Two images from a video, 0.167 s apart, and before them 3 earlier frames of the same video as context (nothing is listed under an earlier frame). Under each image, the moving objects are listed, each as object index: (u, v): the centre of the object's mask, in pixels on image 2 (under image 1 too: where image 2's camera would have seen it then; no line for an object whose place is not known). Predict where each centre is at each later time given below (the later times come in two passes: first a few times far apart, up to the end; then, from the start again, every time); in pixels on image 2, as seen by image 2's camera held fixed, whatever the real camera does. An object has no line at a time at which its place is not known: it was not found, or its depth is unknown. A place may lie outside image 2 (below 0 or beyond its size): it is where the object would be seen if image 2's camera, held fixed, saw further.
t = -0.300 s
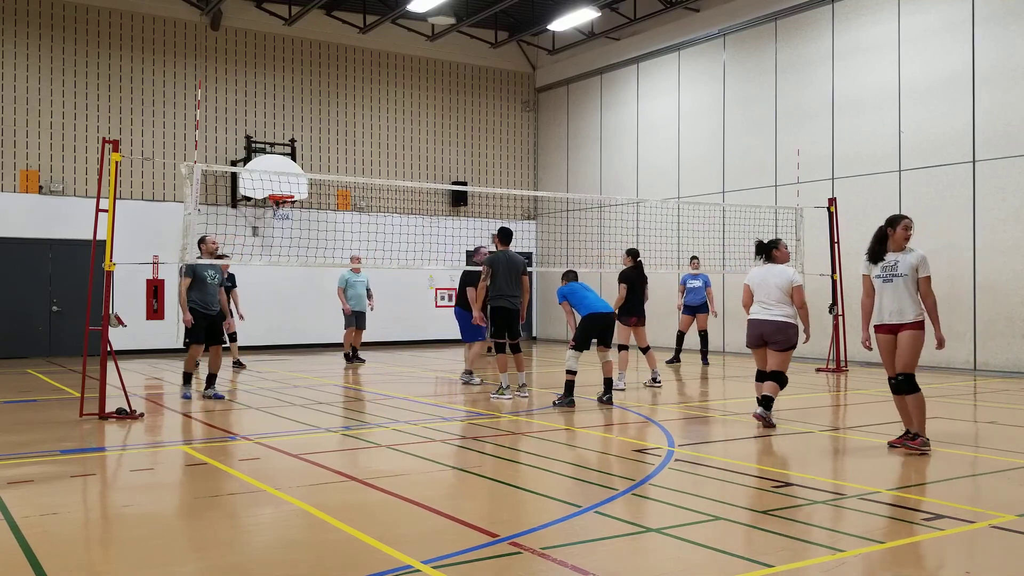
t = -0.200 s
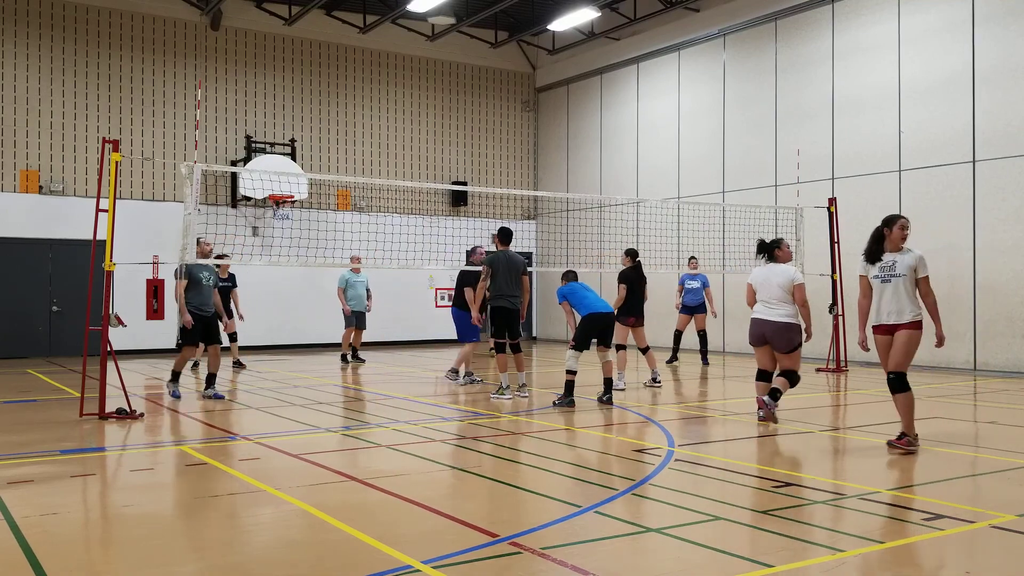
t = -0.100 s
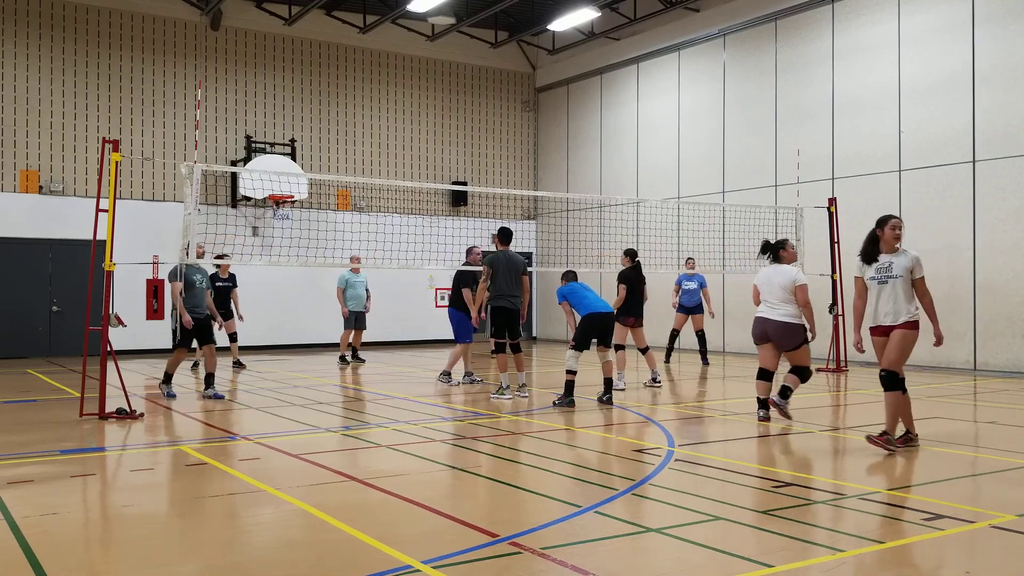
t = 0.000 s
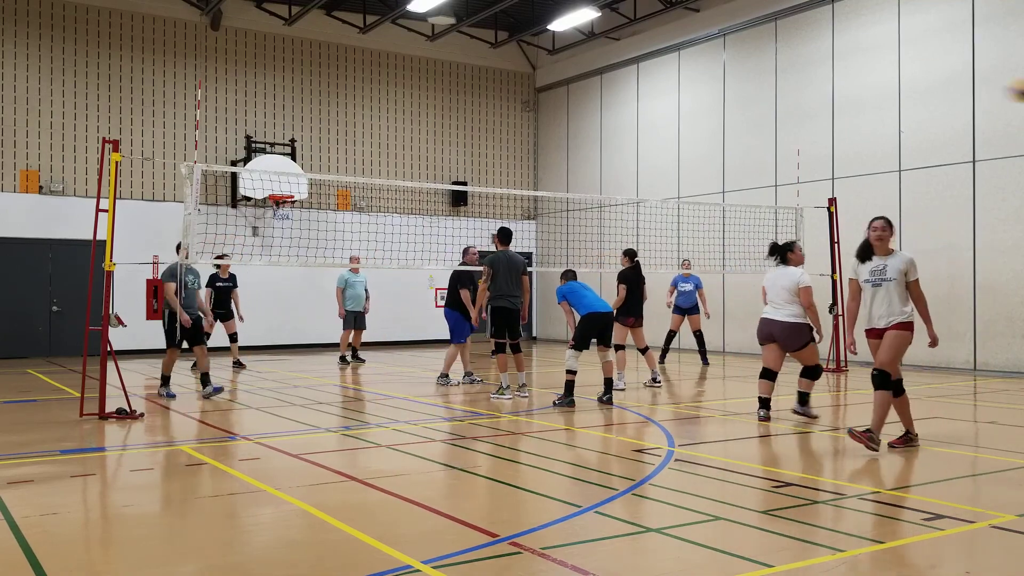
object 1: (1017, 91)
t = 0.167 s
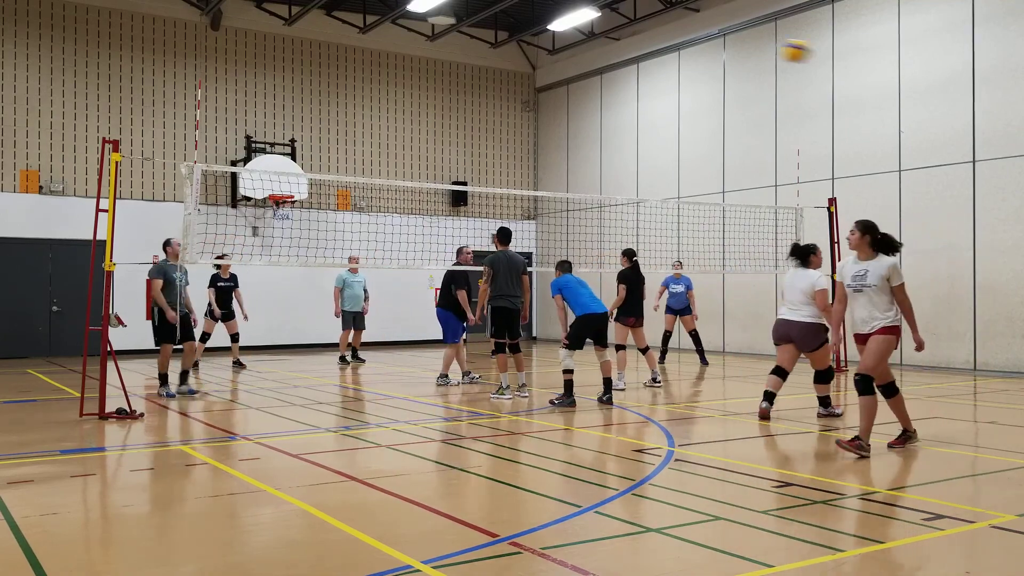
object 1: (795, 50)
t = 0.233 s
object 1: (723, 45)
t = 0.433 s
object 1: (556, 57)
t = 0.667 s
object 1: (422, 111)
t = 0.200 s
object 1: (758, 47)
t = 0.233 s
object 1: (723, 45)
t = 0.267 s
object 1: (688, 44)
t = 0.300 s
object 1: (660, 43)
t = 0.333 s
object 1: (632, 45)
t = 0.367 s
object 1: (605, 47)
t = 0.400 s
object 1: (579, 51)
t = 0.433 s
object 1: (556, 57)
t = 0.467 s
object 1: (533, 62)
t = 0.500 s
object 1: (513, 68)
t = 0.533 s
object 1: (492, 75)
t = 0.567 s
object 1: (473, 83)
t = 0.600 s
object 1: (455, 91)
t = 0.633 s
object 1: (439, 100)
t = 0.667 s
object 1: (422, 111)
